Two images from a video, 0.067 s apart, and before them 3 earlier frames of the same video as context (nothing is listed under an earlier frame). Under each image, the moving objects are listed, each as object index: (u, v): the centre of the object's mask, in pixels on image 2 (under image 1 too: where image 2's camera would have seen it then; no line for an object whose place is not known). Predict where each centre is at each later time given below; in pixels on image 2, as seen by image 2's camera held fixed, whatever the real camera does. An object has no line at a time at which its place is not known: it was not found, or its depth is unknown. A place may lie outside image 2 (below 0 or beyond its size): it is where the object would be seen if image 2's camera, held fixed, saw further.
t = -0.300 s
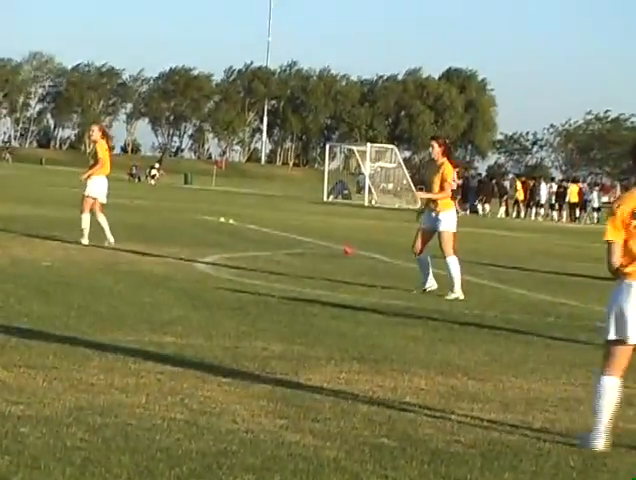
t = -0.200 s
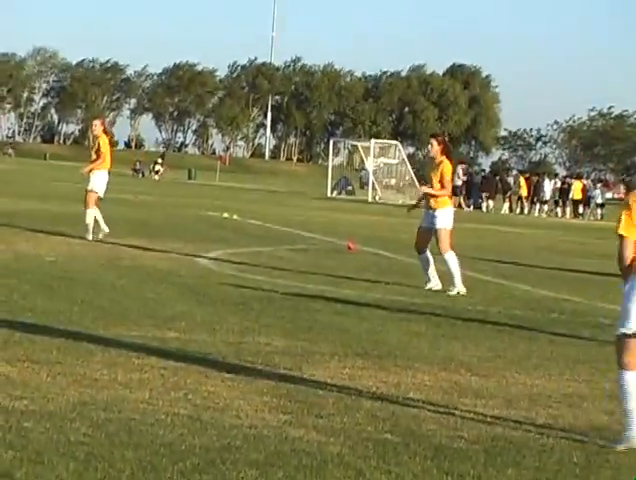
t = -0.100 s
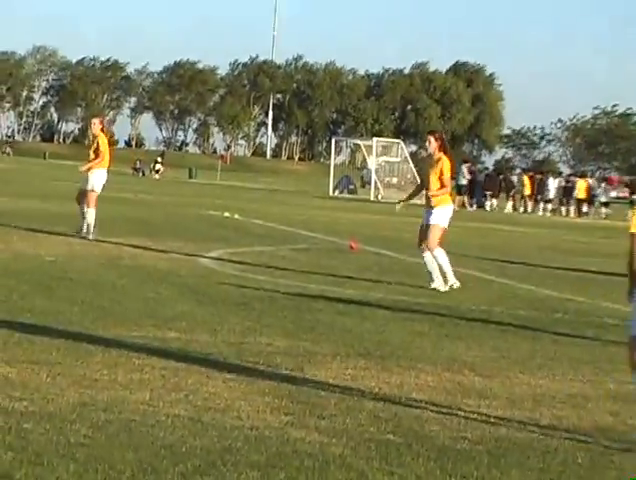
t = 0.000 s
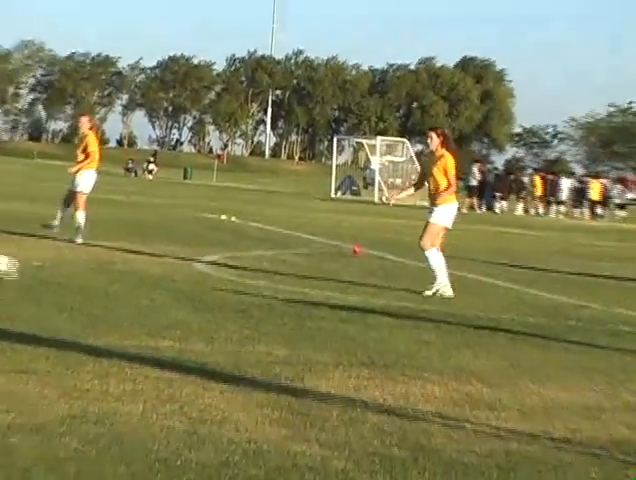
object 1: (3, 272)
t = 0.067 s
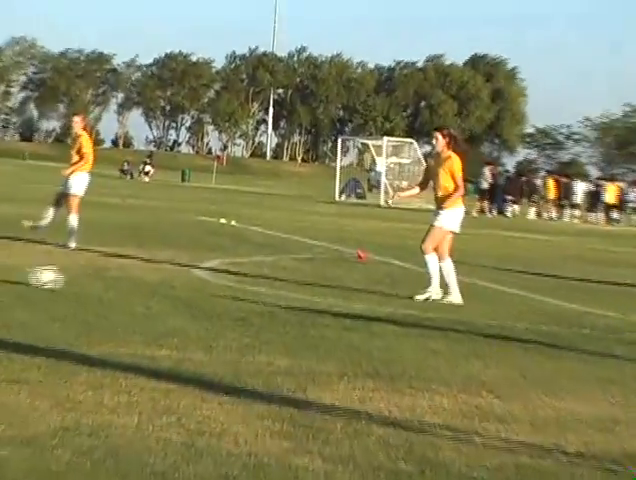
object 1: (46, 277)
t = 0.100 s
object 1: (69, 275)
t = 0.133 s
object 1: (91, 272)
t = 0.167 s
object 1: (113, 273)
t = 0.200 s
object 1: (134, 275)
